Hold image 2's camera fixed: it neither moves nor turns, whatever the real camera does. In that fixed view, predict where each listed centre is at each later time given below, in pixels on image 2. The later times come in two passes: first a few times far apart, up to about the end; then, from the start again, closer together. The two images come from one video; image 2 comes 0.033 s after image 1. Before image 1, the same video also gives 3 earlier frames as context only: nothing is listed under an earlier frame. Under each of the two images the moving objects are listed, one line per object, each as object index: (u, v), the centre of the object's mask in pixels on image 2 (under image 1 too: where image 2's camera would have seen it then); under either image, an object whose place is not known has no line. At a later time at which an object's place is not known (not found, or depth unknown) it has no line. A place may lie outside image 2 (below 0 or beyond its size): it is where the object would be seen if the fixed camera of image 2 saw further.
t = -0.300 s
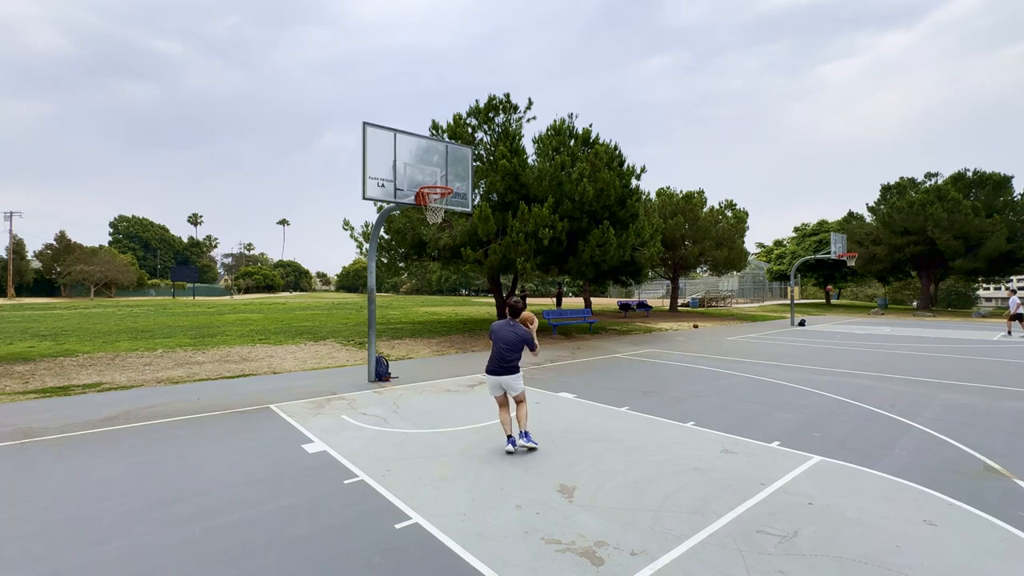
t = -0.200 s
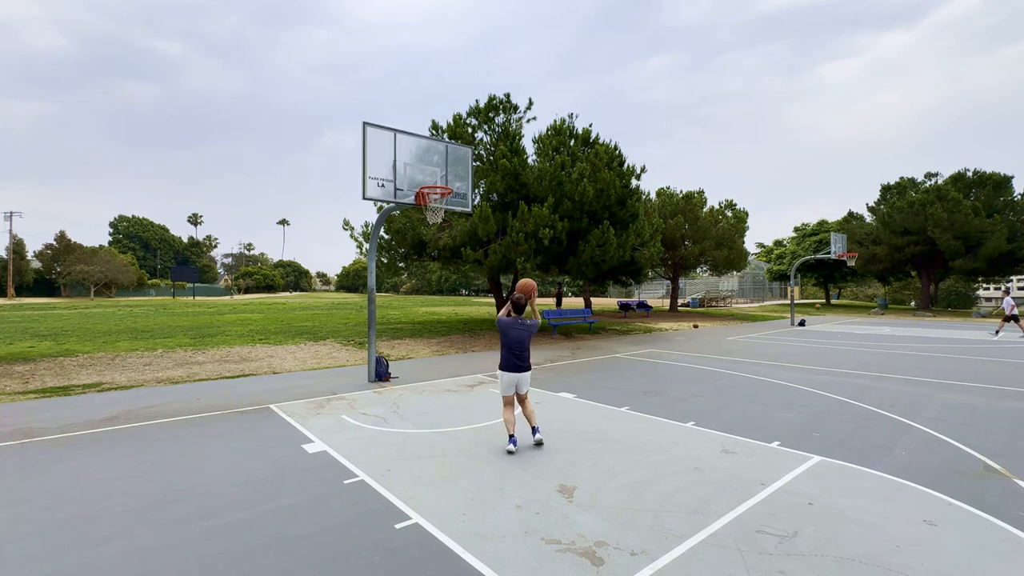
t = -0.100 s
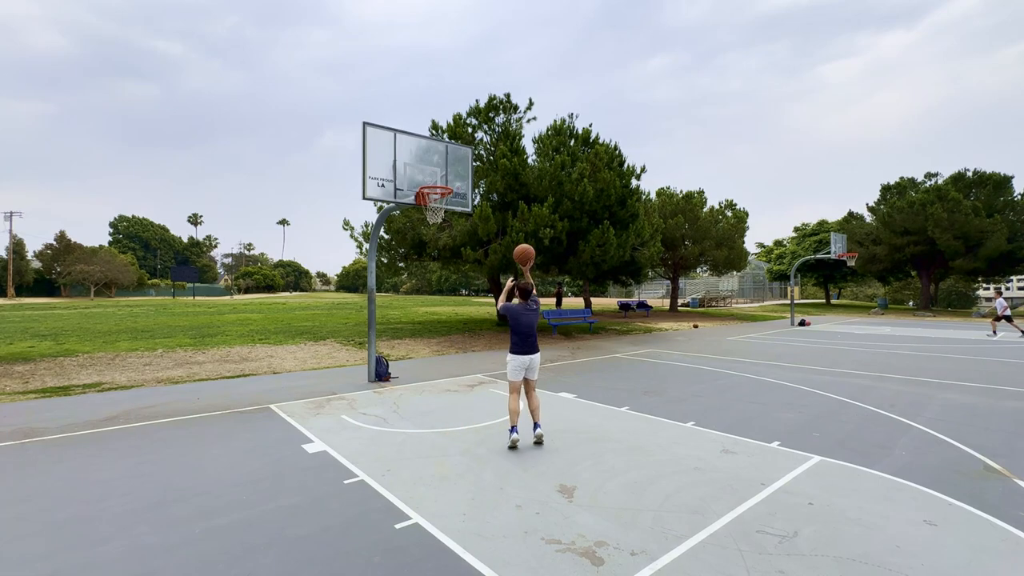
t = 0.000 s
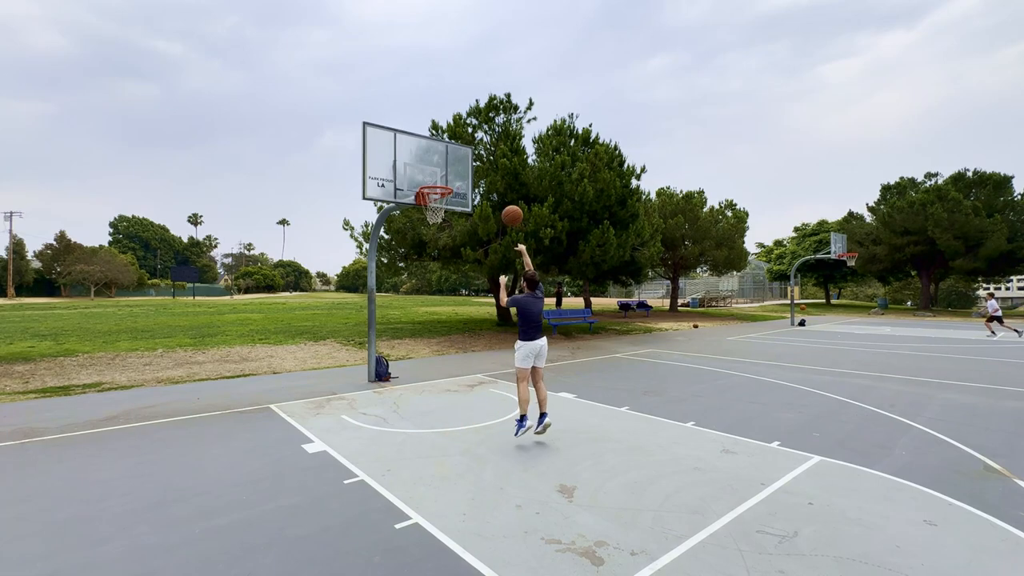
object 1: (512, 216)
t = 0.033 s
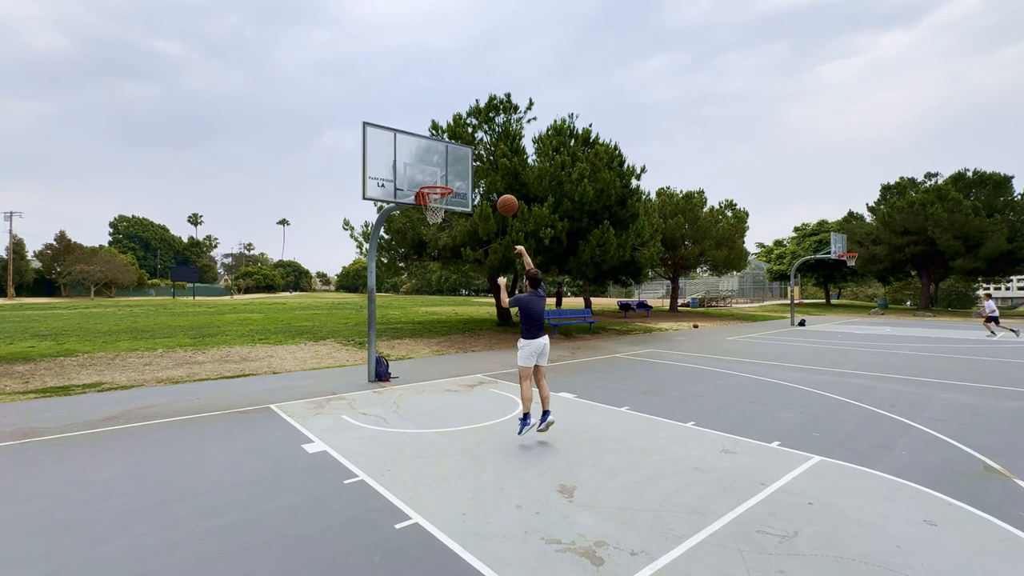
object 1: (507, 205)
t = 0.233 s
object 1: (482, 163)
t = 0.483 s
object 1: (454, 158)
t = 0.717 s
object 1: (433, 195)
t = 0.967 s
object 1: (437, 210)
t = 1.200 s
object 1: (436, 218)
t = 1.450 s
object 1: (437, 262)
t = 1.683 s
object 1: (438, 337)
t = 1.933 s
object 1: (439, 354)
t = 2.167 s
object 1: (440, 301)
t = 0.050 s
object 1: (505, 200)
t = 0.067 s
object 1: (503, 195)
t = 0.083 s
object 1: (500, 191)
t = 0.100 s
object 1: (498, 186)
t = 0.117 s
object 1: (495, 182)
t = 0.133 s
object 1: (494, 179)
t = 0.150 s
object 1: (492, 177)
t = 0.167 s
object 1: (489, 173)
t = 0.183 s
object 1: (488, 170)
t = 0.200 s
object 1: (485, 168)
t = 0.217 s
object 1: (483, 165)
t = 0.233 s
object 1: (482, 163)
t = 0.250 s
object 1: (479, 161)
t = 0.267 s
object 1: (477, 160)
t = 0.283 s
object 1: (476, 158)
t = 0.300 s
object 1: (474, 157)
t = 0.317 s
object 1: (472, 156)
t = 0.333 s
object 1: (470, 155)
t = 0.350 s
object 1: (468, 155)
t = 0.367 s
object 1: (466, 155)
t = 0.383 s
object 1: (464, 154)
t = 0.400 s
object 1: (463, 155)
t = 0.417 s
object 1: (461, 155)
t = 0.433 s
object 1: (459, 156)
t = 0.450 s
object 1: (457, 156)
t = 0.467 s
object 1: (456, 157)
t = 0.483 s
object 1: (454, 158)
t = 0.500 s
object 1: (452, 160)
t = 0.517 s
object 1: (451, 161)
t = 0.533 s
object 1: (449, 162)
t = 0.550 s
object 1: (448, 164)
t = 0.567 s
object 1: (446, 166)
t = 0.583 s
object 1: (444, 168)
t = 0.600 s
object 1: (443, 171)
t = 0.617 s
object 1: (441, 174)
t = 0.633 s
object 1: (440, 176)
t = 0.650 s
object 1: (439, 178)
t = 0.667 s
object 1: (437, 180)
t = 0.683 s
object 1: (435, 181)
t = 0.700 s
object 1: (434, 182)
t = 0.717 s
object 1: (433, 195)
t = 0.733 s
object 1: (433, 195)
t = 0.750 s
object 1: (434, 196)
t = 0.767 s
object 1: (435, 198)
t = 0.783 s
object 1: (435, 200)
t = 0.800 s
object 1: (436, 200)
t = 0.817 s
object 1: (437, 206)
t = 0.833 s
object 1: (436, 208)
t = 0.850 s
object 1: (437, 209)
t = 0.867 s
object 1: (437, 208)
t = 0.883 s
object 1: (437, 209)
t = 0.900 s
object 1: (438, 209)
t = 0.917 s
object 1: (438, 208)
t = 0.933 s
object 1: (438, 210)
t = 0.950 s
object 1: (438, 211)
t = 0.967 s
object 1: (437, 210)
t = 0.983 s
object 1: (438, 211)
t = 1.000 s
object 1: (437, 210)
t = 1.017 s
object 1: (437, 210)
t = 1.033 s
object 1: (437, 211)
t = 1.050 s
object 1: (436, 211)
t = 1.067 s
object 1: (436, 211)
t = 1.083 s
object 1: (436, 211)
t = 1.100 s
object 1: (436, 212)
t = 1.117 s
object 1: (435, 212)
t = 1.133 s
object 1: (435, 212)
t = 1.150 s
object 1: (435, 213)
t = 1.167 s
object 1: (435, 214)
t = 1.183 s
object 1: (435, 215)
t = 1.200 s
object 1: (436, 218)
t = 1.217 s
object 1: (436, 220)
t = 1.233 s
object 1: (436, 221)
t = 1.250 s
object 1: (436, 223)
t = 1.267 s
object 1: (437, 227)
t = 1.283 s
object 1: (436, 228)
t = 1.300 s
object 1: (436, 231)
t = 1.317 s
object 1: (436, 235)
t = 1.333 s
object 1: (437, 238)
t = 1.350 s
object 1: (437, 240)
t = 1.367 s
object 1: (437, 243)
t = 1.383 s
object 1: (437, 247)
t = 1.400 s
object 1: (437, 250)
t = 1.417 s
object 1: (437, 254)
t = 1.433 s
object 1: (437, 258)
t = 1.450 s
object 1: (437, 262)
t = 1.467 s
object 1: (437, 266)
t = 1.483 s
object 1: (437, 271)
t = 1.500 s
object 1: (437, 275)
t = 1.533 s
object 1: (437, 285)
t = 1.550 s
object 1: (437, 290)
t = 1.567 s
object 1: (437, 295)
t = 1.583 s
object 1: (437, 301)
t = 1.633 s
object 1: (438, 318)
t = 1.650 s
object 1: (438, 324)
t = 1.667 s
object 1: (438, 330)
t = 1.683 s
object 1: (438, 337)
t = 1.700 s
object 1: (438, 344)
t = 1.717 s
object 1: (438, 350)
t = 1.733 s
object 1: (438, 357)
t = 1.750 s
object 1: (438, 365)
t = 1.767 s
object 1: (438, 372)
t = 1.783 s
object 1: (438, 379)
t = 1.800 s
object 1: (438, 387)
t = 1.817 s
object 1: (438, 394)
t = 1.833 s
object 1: (438, 388)
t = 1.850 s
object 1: (438, 382)
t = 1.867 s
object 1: (438, 376)
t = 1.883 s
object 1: (439, 370)
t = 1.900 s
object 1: (439, 365)
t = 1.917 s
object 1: (439, 359)
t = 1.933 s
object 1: (439, 354)
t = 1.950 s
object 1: (439, 349)
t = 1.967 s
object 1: (439, 344)
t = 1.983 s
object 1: (439, 339)
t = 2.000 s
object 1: (439, 334)
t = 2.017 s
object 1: (439, 330)
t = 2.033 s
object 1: (439, 326)
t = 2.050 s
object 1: (440, 322)
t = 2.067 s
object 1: (440, 319)
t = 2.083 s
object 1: (440, 315)
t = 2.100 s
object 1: (439, 312)
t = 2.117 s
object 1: (440, 309)
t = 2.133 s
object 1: (440, 306)
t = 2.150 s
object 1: (440, 303)
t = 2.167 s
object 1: (440, 301)
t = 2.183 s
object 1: (440, 298)
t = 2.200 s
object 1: (440, 296)
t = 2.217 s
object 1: (440, 294)
